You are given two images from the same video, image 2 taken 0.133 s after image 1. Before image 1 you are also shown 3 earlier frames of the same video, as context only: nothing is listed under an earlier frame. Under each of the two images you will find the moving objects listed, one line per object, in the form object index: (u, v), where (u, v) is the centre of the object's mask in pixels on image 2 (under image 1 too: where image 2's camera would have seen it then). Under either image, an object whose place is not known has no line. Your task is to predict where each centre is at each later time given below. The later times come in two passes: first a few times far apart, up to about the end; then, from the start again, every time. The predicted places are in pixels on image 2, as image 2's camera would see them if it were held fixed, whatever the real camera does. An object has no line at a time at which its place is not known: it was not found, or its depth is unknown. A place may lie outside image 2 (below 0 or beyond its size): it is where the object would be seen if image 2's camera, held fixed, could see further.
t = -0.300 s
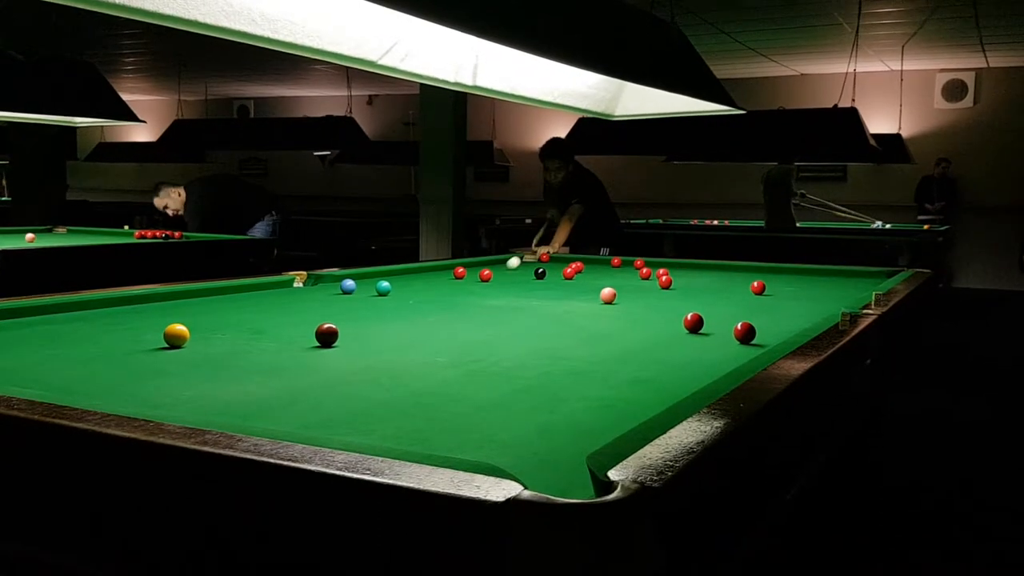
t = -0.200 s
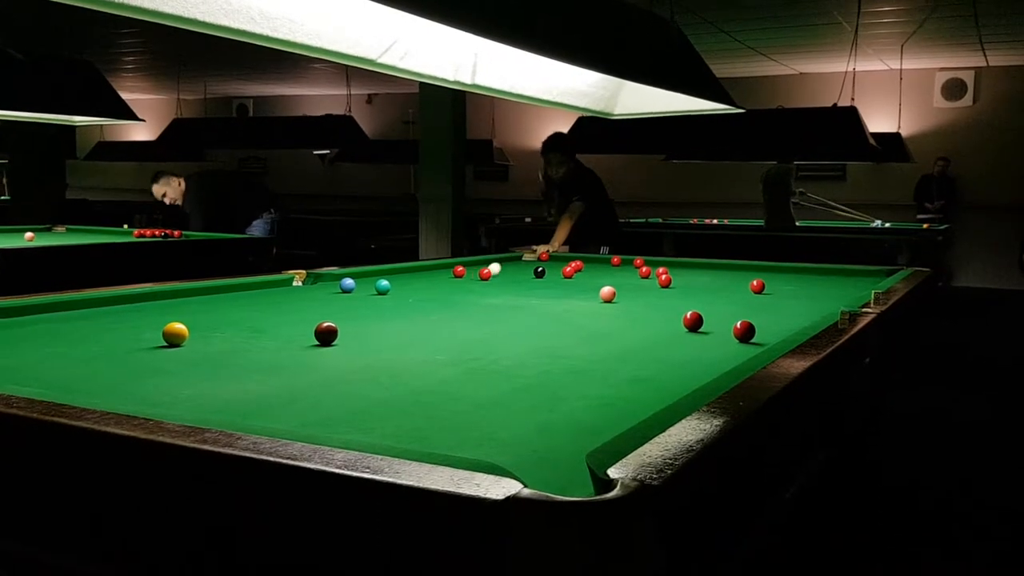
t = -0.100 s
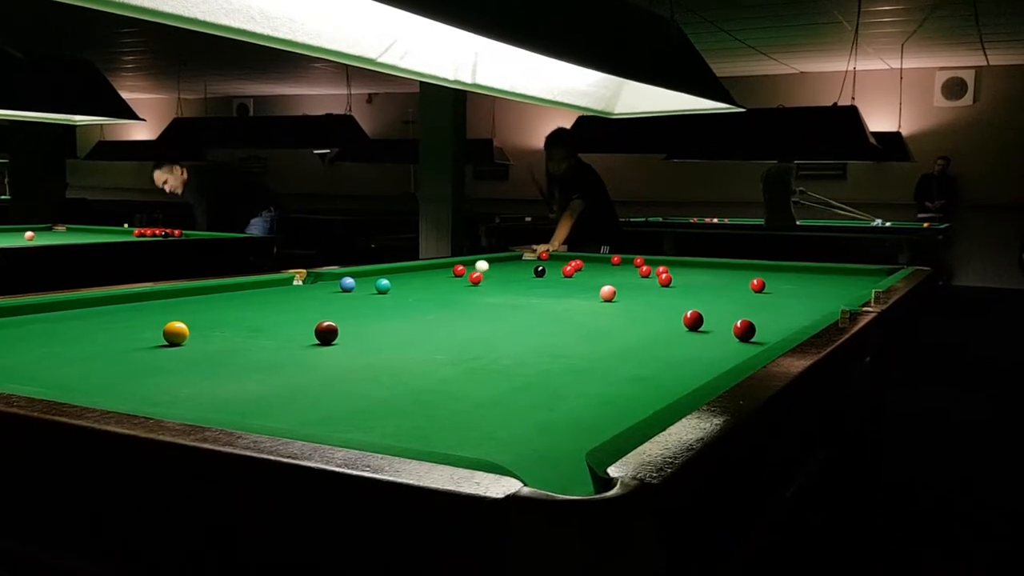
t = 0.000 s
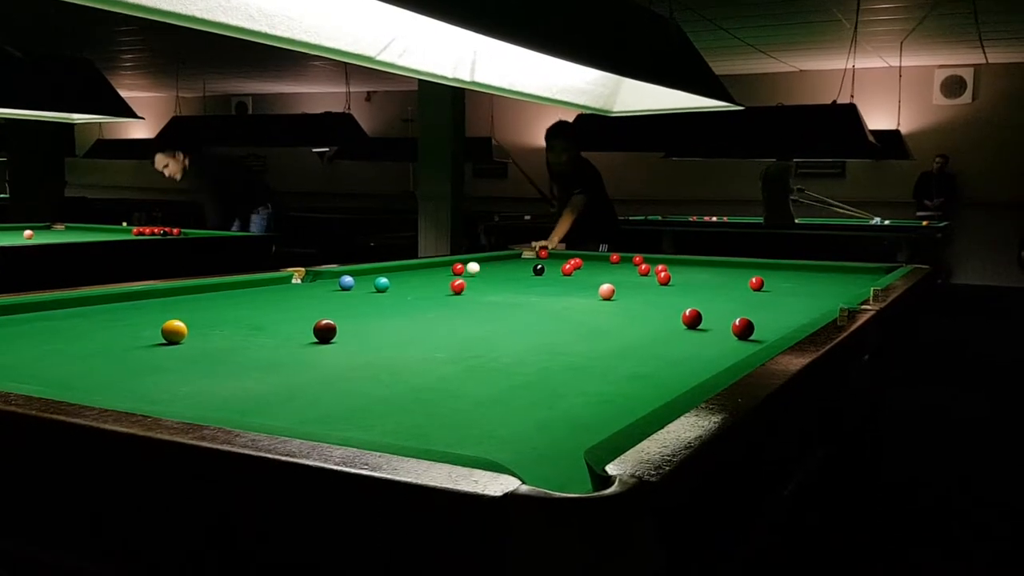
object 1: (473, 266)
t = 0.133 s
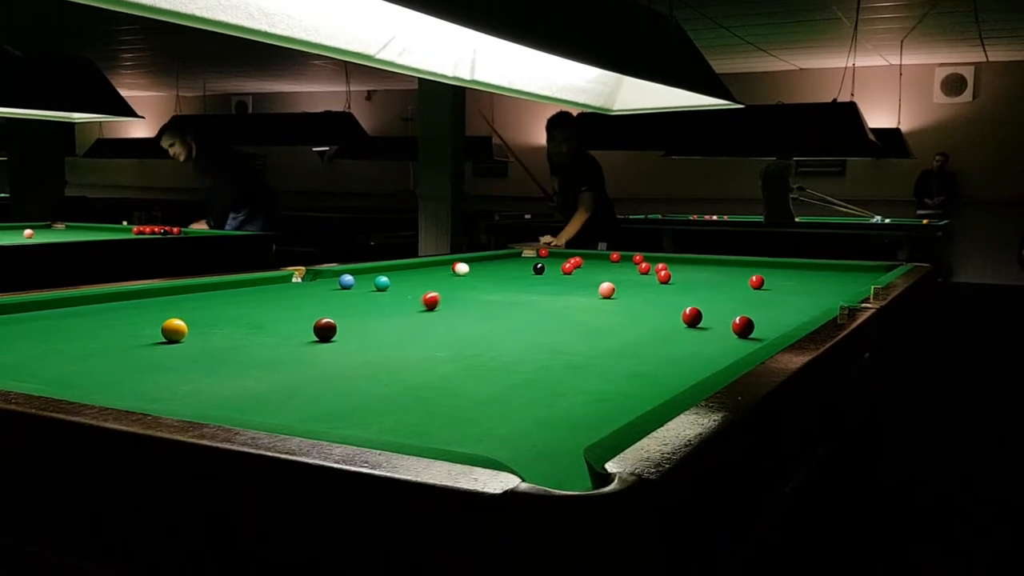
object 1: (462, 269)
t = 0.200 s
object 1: (455, 269)
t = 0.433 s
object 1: (430, 272)
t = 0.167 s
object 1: (458, 269)
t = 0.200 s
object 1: (455, 269)
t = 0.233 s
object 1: (452, 269)
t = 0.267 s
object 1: (448, 270)
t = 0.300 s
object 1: (445, 270)
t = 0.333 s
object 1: (441, 271)
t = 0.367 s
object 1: (437, 271)
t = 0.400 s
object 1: (434, 271)
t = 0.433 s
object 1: (430, 272)
